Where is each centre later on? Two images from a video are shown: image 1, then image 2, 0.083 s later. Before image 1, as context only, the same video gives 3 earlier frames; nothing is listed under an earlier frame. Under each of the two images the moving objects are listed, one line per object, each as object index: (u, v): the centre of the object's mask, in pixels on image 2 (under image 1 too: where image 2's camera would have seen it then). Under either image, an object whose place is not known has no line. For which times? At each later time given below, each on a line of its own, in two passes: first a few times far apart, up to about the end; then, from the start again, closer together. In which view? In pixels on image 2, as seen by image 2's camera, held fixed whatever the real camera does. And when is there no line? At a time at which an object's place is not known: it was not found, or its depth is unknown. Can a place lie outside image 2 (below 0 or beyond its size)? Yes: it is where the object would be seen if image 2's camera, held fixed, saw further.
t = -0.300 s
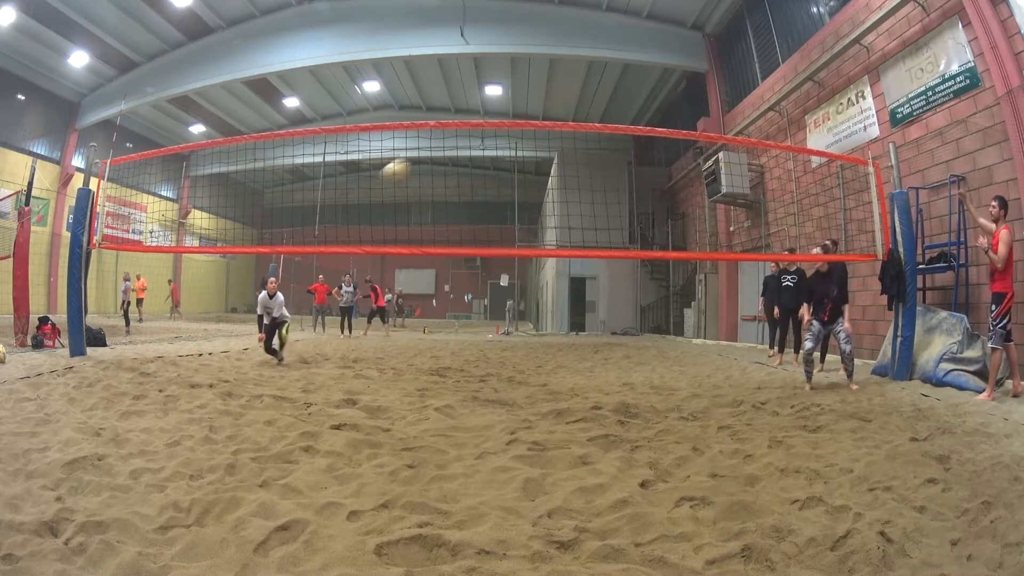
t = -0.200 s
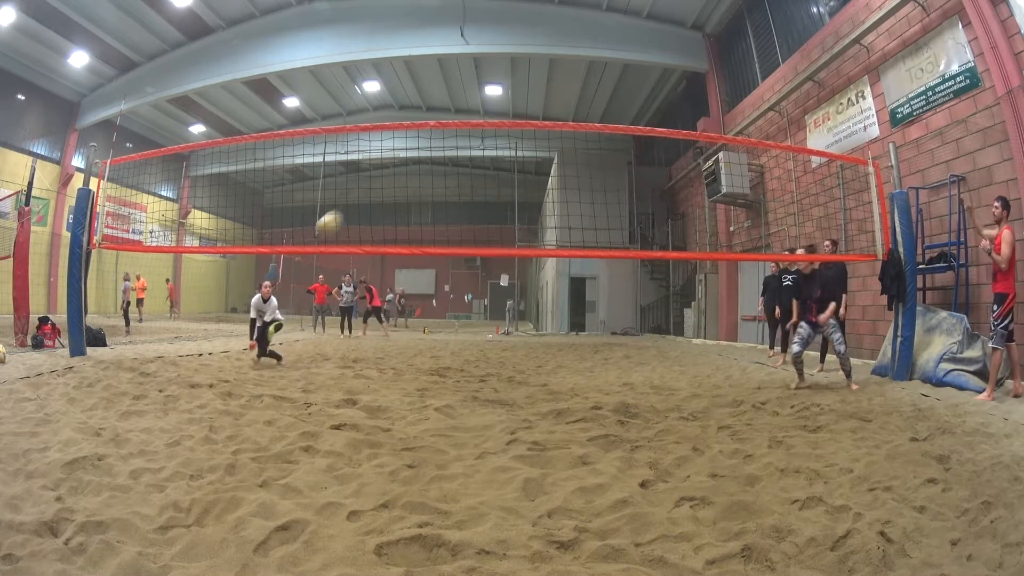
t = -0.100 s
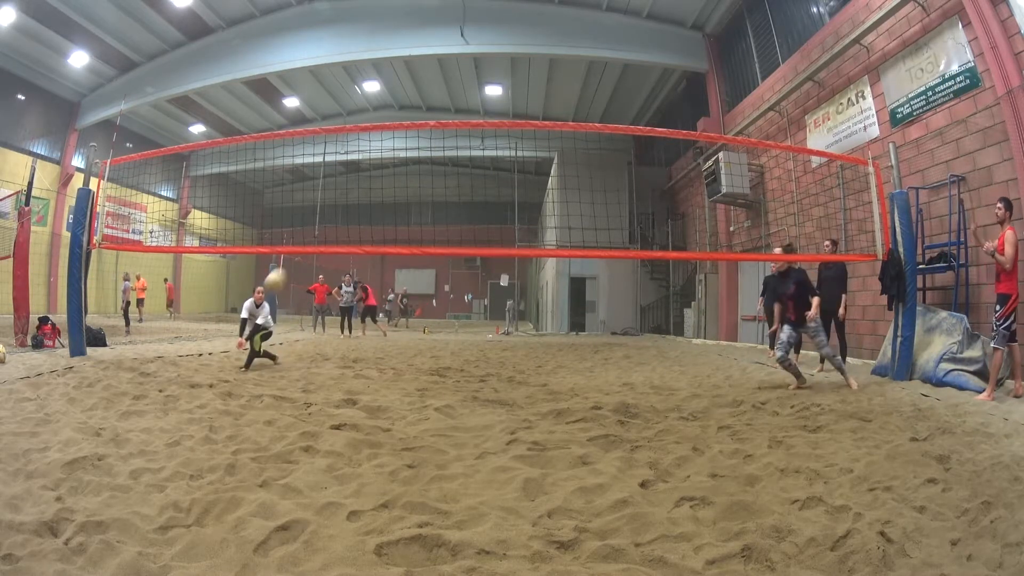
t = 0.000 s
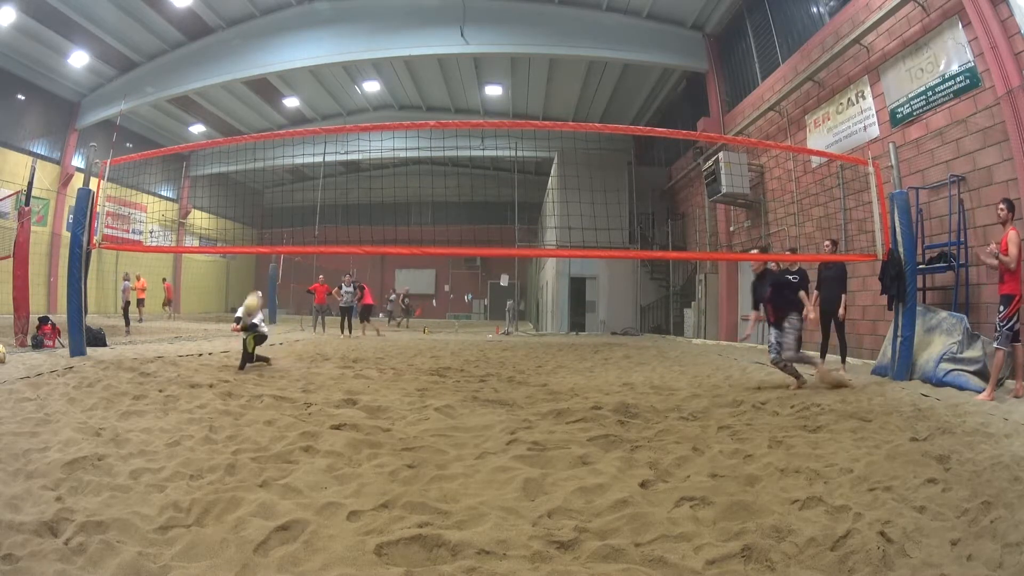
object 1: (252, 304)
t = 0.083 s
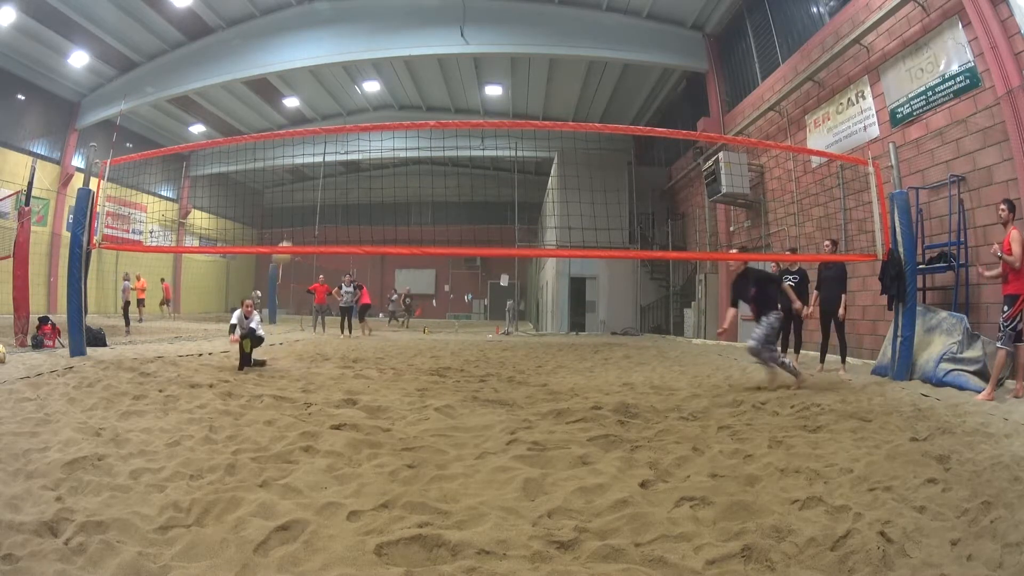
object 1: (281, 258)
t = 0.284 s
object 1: (365, 157)
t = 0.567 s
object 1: (477, 92)
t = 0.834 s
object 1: (573, 93)
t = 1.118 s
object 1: (663, 153)
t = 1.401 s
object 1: (740, 269)
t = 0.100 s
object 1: (291, 239)
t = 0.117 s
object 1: (296, 235)
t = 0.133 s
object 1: (304, 226)
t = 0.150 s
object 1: (310, 217)
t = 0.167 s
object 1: (316, 208)
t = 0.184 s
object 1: (323, 201)
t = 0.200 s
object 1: (331, 191)
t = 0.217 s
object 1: (337, 183)
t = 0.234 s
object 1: (346, 177)
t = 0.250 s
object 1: (351, 170)
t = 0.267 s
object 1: (358, 163)
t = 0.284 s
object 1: (365, 157)
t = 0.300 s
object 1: (372, 152)
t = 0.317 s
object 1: (379, 145)
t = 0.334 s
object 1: (386, 140)
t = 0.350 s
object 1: (392, 137)
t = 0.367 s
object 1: (400, 134)
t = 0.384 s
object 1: (408, 119)
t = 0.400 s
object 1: (414, 116)
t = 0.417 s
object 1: (420, 114)
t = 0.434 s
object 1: (427, 112)
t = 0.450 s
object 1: (434, 109)
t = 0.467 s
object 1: (440, 105)
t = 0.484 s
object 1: (447, 102)
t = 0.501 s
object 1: (453, 100)
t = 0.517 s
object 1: (459, 96)
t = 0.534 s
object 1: (465, 94)
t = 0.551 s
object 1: (471, 93)
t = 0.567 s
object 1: (477, 92)
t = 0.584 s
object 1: (483, 90)
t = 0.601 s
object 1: (490, 89)
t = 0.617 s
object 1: (497, 87)
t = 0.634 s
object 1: (504, 86)
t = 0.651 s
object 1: (510, 86)
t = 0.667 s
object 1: (515, 85)
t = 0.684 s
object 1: (520, 85)
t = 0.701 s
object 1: (527, 85)
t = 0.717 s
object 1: (533, 85)
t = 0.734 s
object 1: (539, 86)
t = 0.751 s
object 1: (544, 86)
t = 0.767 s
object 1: (550, 87)
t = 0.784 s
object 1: (556, 87)
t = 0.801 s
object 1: (561, 89)
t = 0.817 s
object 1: (567, 90)
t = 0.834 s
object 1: (573, 93)
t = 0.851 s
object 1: (578, 95)
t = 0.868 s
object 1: (584, 97)
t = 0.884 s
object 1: (589, 99)
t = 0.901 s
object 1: (595, 102)
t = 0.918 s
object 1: (600, 105)
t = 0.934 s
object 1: (606, 108)
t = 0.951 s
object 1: (611, 111)
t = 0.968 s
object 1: (616, 114)
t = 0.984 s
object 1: (621, 117)
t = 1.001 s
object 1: (626, 119)
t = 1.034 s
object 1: (637, 124)
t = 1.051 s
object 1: (644, 137)
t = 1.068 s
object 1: (648, 141)
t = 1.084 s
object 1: (653, 144)
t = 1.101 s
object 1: (658, 148)
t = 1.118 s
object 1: (663, 153)
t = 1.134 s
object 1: (668, 158)
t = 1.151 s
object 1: (672, 163)
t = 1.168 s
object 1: (677, 169)
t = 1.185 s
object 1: (681, 174)
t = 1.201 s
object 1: (687, 180)
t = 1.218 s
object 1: (691, 187)
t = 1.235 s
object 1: (696, 194)
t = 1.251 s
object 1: (700, 198)
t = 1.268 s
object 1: (705, 207)
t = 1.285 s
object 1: (709, 214)
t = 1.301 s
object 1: (714, 221)
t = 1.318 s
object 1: (718, 227)
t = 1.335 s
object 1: (724, 237)
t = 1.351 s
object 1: (727, 243)
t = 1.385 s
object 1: (735, 264)
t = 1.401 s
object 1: (740, 269)
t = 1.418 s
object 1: (743, 274)
